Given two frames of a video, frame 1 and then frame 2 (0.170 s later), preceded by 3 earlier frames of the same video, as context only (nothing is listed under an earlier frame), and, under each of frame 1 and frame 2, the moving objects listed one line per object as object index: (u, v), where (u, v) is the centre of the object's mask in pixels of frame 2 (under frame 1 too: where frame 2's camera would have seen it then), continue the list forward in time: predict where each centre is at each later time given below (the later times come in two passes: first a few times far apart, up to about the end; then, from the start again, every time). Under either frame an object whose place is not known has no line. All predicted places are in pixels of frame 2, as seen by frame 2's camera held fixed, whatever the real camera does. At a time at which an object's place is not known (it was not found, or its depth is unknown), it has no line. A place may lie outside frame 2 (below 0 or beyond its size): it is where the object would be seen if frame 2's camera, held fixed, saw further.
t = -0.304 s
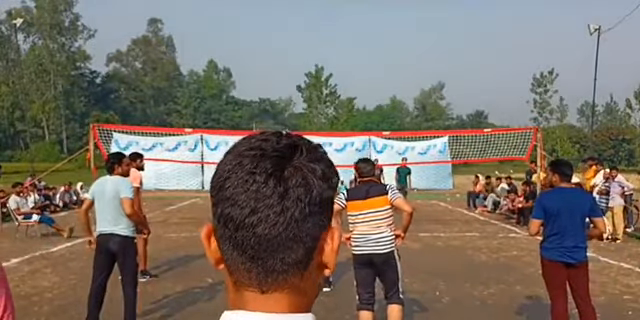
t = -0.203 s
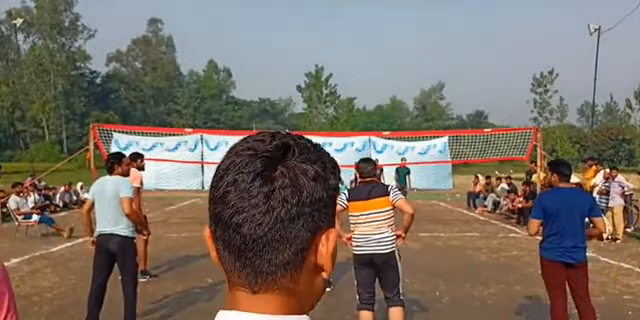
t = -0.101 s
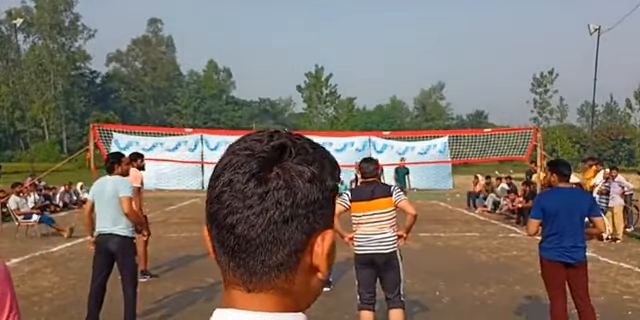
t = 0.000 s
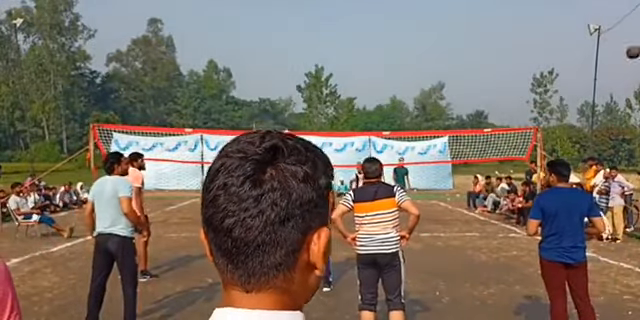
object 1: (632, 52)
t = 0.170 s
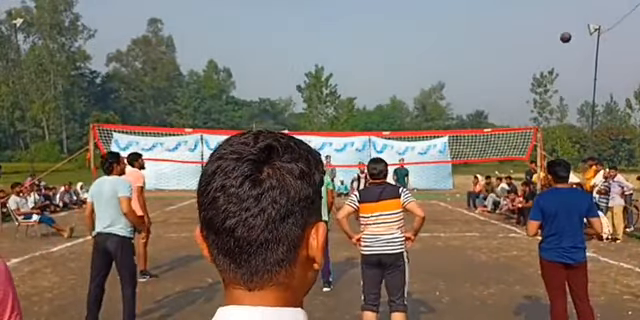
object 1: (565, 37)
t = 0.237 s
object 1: (545, 37)
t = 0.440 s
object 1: (500, 50)
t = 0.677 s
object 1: (466, 80)
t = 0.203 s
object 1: (555, 37)
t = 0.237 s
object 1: (545, 37)
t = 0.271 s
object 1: (536, 38)
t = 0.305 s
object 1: (528, 39)
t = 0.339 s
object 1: (520, 42)
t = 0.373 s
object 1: (513, 44)
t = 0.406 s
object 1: (506, 47)
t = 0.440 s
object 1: (500, 50)
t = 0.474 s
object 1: (494, 54)
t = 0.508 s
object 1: (488, 58)
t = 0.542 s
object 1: (483, 62)
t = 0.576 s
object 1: (479, 66)
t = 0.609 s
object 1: (474, 70)
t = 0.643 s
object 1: (470, 75)
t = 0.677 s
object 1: (466, 80)
